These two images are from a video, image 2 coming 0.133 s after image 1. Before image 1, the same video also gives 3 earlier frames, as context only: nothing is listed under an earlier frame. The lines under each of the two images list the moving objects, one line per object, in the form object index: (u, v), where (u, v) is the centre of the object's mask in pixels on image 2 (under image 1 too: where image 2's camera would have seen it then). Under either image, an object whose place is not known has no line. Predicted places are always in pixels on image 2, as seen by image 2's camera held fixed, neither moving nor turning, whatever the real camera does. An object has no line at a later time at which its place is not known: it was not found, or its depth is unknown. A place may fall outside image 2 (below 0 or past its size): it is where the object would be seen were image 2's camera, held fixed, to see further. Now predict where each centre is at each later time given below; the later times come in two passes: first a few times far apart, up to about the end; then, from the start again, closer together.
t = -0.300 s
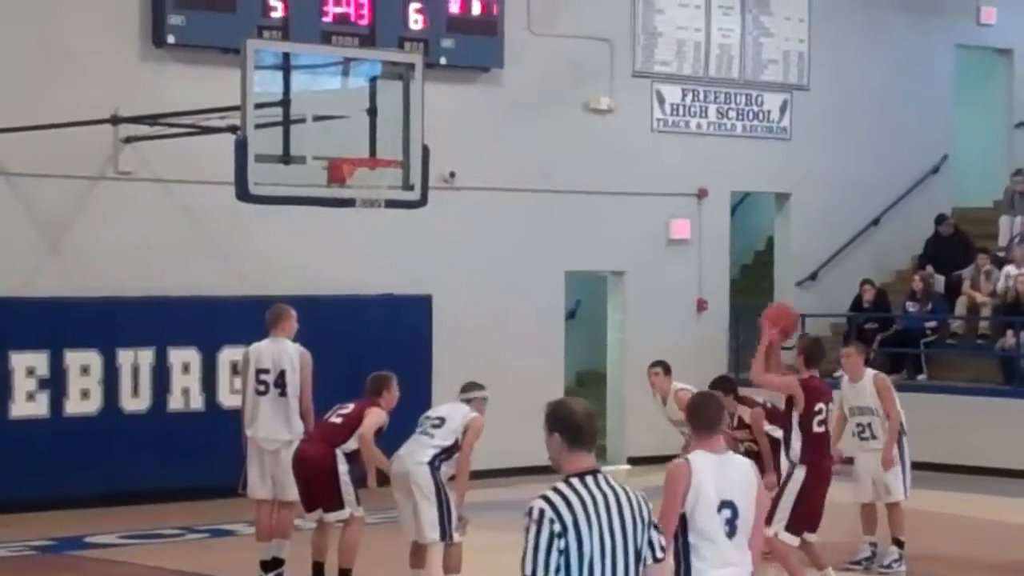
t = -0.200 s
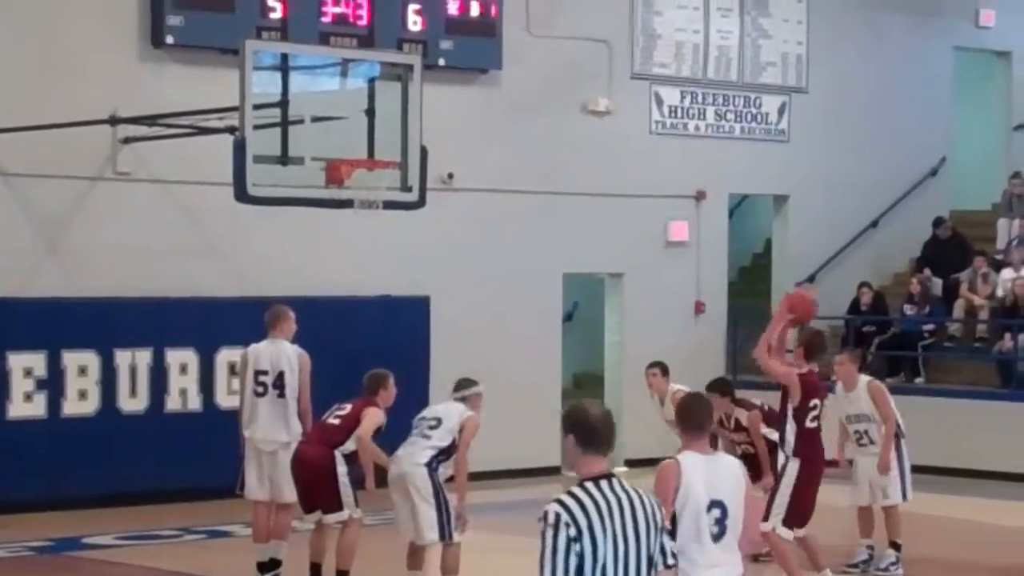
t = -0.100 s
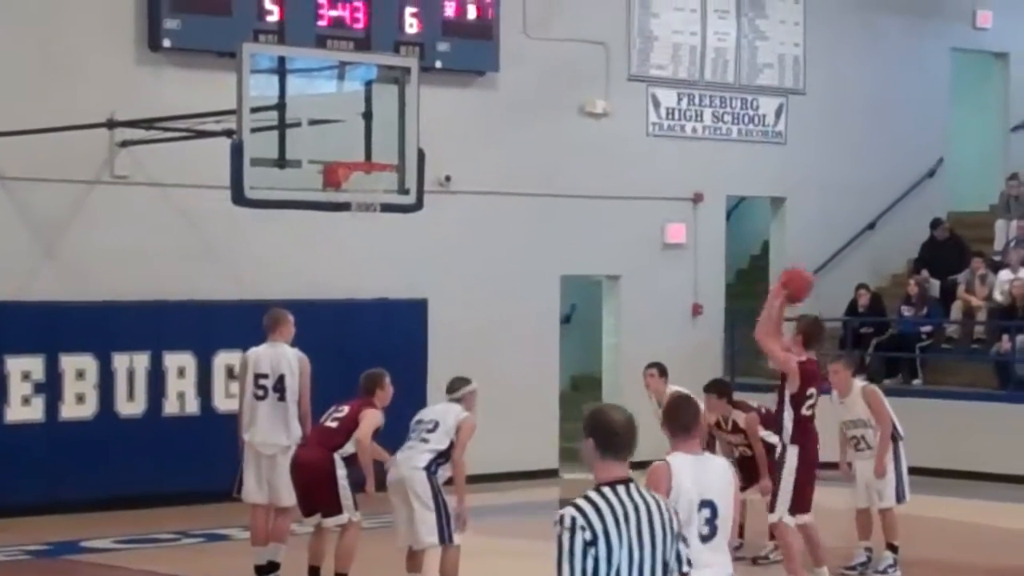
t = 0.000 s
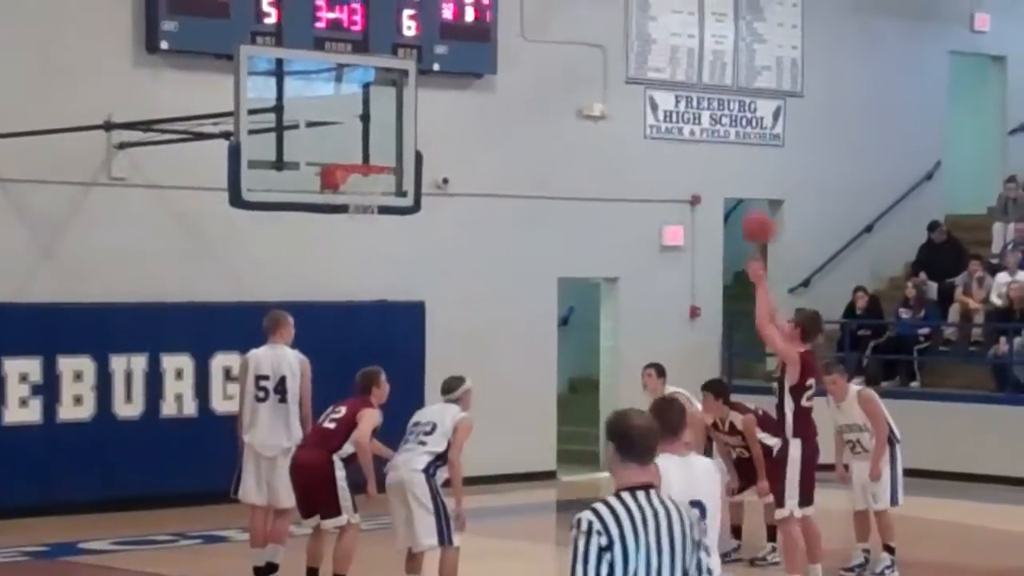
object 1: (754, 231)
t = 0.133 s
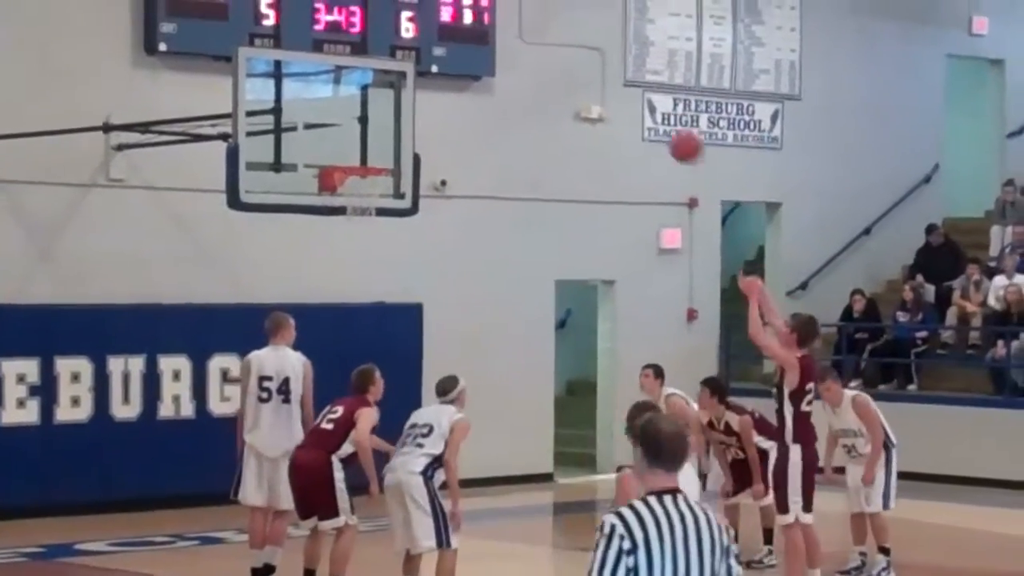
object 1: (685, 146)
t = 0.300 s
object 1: (604, 83)
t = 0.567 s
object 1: (483, 66)
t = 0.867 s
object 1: (363, 149)
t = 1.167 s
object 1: (400, 227)
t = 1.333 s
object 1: (431, 288)
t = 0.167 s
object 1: (669, 130)
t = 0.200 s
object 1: (652, 116)
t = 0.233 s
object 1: (637, 103)
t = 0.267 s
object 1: (620, 92)
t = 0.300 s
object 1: (604, 83)
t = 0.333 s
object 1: (588, 75)
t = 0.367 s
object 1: (573, 68)
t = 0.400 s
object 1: (557, 64)
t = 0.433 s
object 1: (542, 61)
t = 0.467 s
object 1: (528, 60)
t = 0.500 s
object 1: (514, 59)
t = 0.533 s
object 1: (500, 60)
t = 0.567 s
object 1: (483, 66)
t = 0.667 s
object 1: (443, 80)
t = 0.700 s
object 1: (429, 88)
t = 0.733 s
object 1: (417, 99)
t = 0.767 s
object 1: (404, 109)
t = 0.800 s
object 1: (388, 121)
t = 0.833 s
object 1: (376, 134)
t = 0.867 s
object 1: (363, 149)
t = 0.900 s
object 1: (350, 161)
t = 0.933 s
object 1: (352, 174)
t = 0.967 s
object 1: (356, 188)
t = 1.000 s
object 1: (362, 200)
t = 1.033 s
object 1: (371, 204)
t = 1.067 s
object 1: (378, 207)
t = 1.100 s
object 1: (386, 213)
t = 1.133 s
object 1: (393, 220)
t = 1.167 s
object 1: (400, 227)
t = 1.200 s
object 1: (407, 236)
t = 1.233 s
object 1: (413, 246)
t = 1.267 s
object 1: (420, 259)
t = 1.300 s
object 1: (427, 273)
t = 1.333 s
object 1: (431, 288)
